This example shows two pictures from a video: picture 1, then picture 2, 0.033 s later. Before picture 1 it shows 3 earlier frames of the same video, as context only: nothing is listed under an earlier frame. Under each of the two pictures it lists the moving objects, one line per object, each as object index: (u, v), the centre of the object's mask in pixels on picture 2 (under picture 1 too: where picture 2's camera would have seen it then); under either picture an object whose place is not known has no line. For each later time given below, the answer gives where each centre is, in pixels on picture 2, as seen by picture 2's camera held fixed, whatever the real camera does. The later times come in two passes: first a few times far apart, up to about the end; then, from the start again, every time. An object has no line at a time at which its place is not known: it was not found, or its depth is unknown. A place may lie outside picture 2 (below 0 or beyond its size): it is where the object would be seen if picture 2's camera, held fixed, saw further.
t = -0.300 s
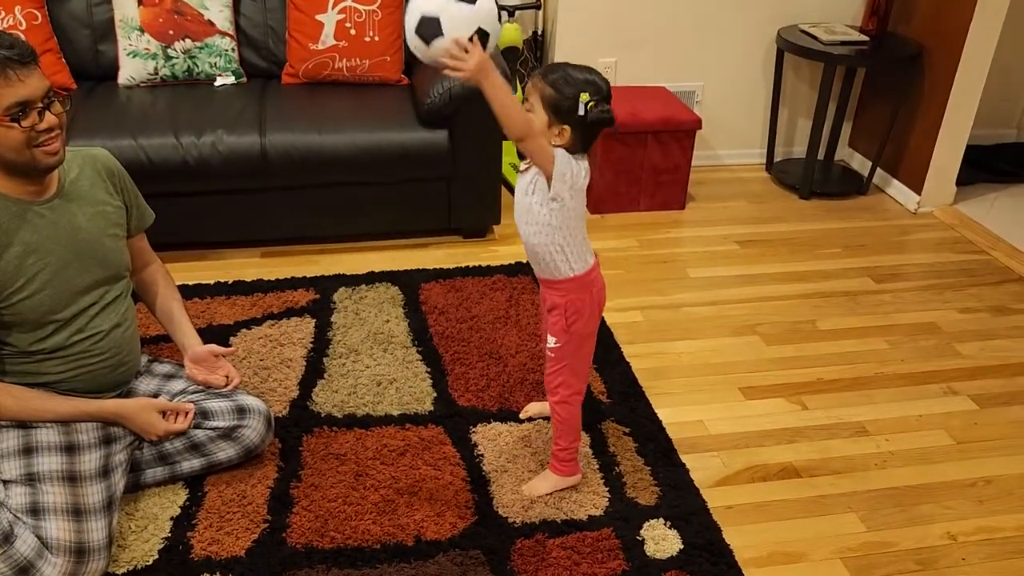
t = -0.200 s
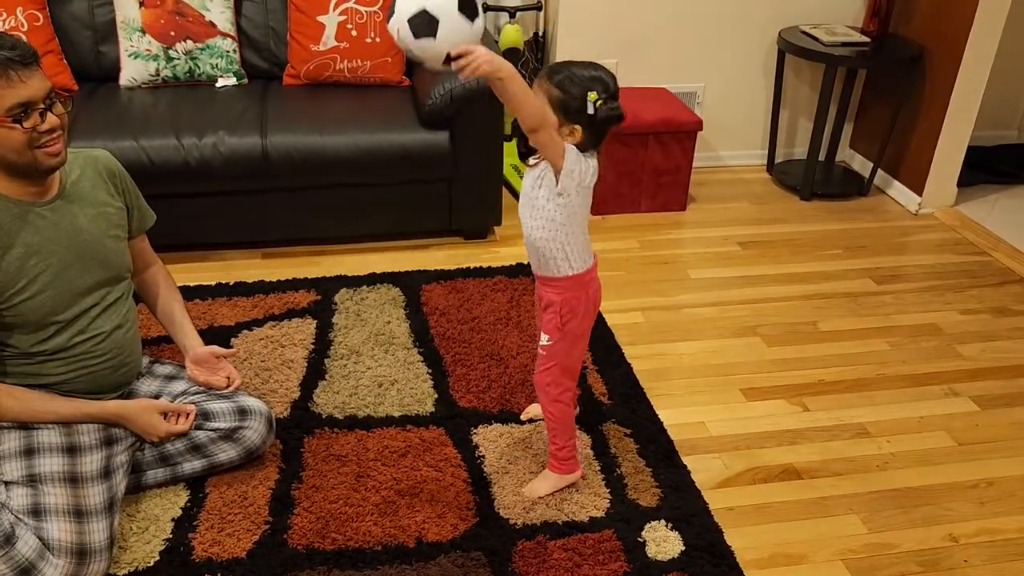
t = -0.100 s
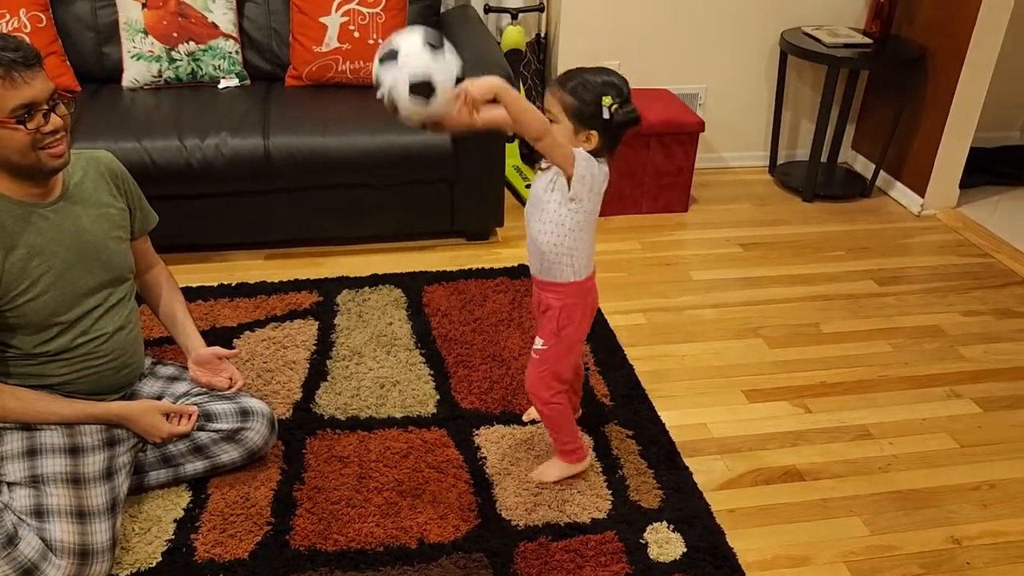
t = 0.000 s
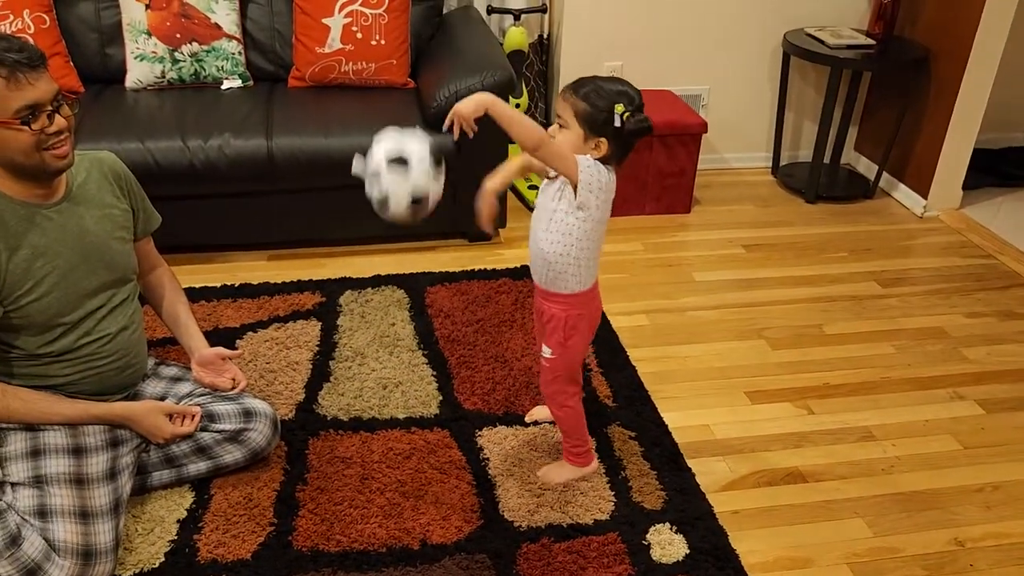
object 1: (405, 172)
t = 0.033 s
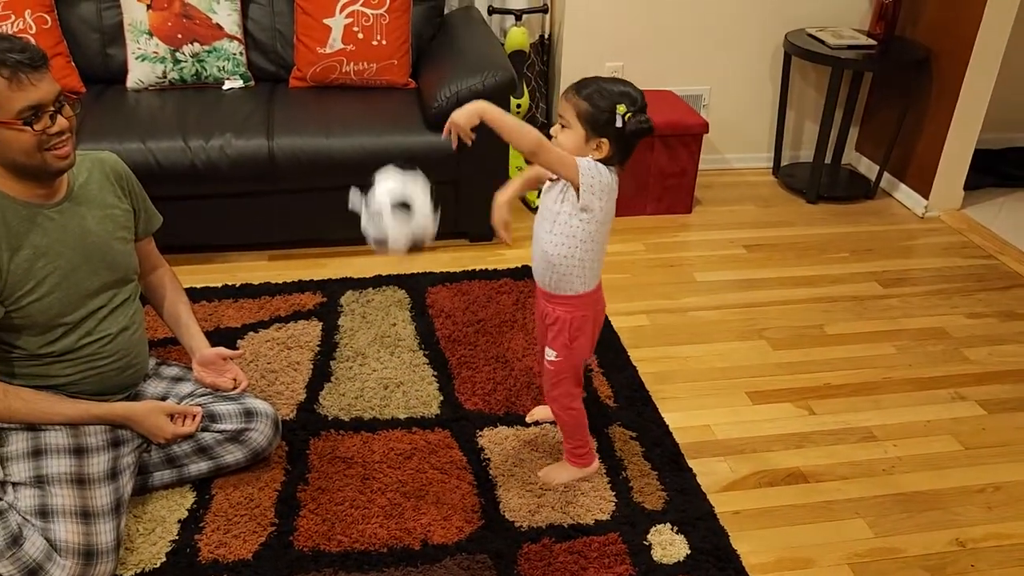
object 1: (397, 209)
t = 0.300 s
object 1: (358, 322)
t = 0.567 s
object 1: (319, 315)
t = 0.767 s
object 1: (302, 366)
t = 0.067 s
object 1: (392, 250)
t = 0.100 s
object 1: (389, 296)
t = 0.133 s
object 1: (387, 339)
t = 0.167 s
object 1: (383, 389)
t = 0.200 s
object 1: (379, 391)
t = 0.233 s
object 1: (372, 364)
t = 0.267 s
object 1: (365, 340)
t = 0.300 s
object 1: (358, 322)
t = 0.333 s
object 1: (352, 307)
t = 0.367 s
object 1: (346, 296)
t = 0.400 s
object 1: (341, 289)
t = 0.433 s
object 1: (336, 286)
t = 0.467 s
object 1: (332, 288)
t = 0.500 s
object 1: (327, 293)
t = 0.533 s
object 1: (323, 302)
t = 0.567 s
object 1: (319, 315)
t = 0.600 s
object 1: (316, 333)
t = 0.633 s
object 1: (314, 353)
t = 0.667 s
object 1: (312, 376)
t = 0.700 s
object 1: (308, 377)
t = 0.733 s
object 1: (306, 369)
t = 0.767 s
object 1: (302, 366)
